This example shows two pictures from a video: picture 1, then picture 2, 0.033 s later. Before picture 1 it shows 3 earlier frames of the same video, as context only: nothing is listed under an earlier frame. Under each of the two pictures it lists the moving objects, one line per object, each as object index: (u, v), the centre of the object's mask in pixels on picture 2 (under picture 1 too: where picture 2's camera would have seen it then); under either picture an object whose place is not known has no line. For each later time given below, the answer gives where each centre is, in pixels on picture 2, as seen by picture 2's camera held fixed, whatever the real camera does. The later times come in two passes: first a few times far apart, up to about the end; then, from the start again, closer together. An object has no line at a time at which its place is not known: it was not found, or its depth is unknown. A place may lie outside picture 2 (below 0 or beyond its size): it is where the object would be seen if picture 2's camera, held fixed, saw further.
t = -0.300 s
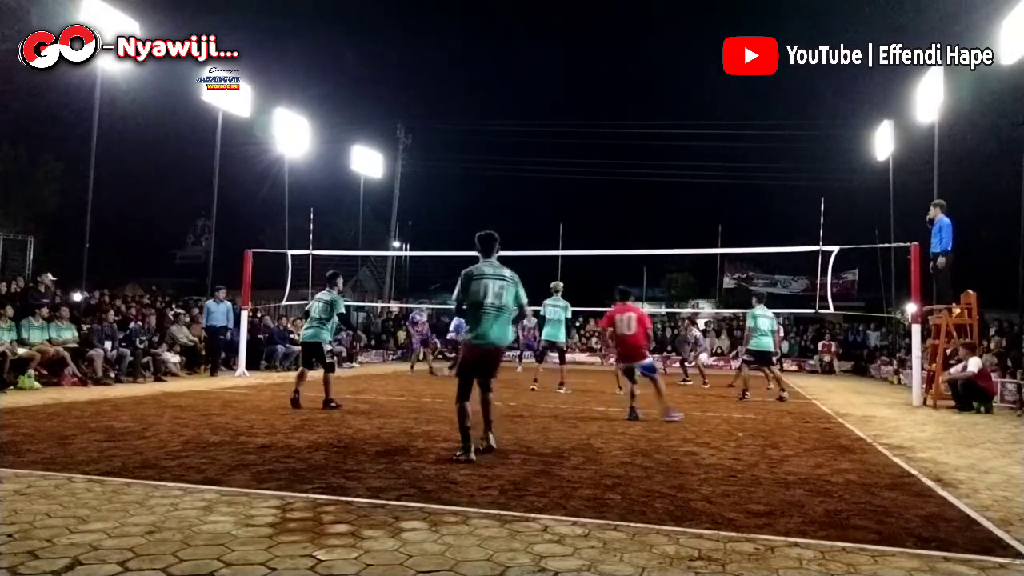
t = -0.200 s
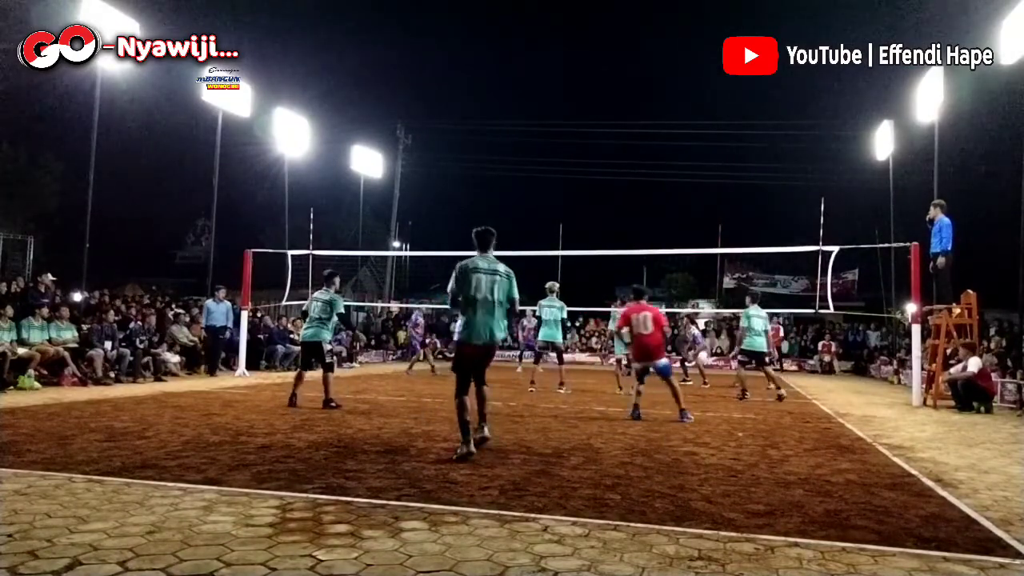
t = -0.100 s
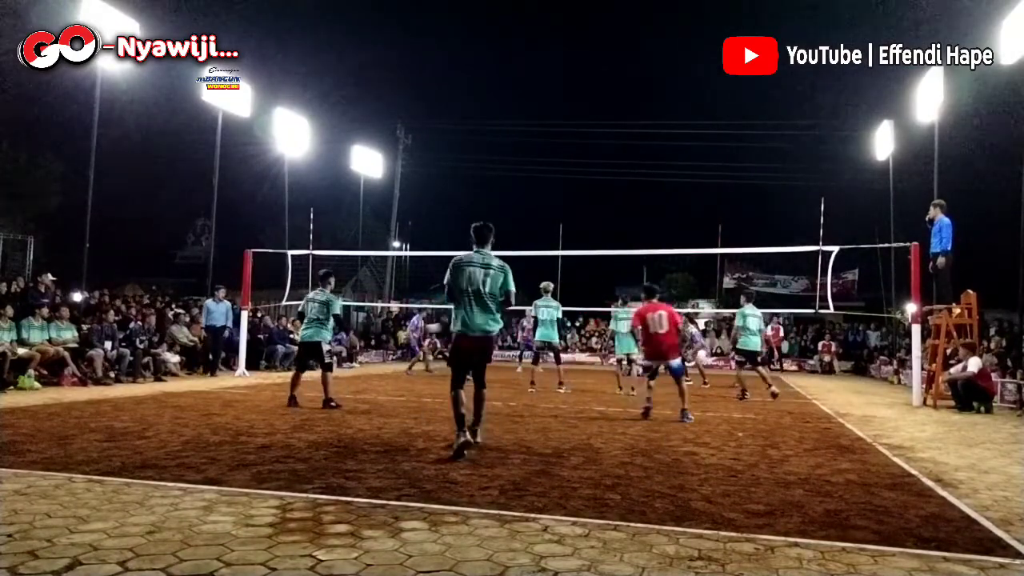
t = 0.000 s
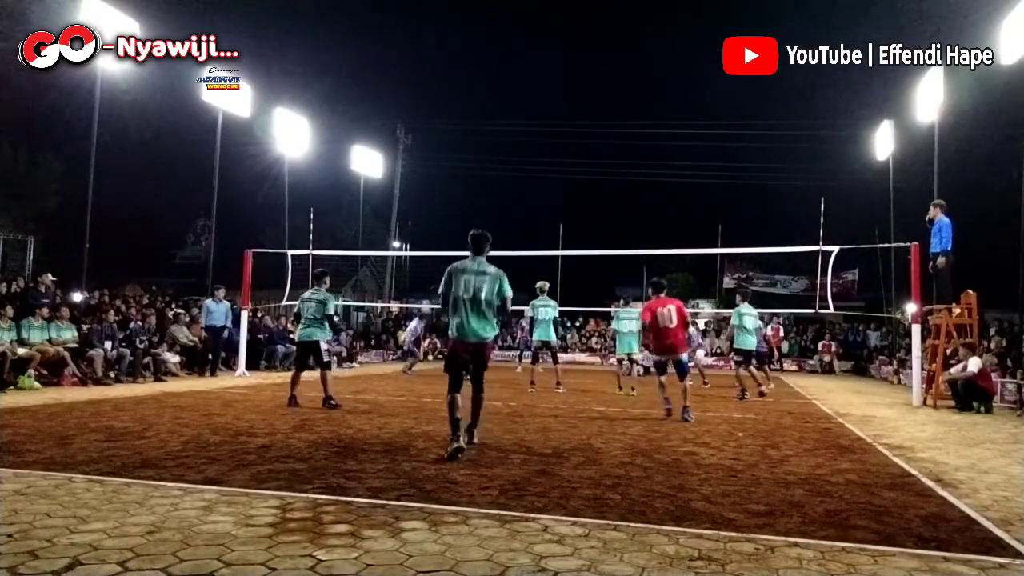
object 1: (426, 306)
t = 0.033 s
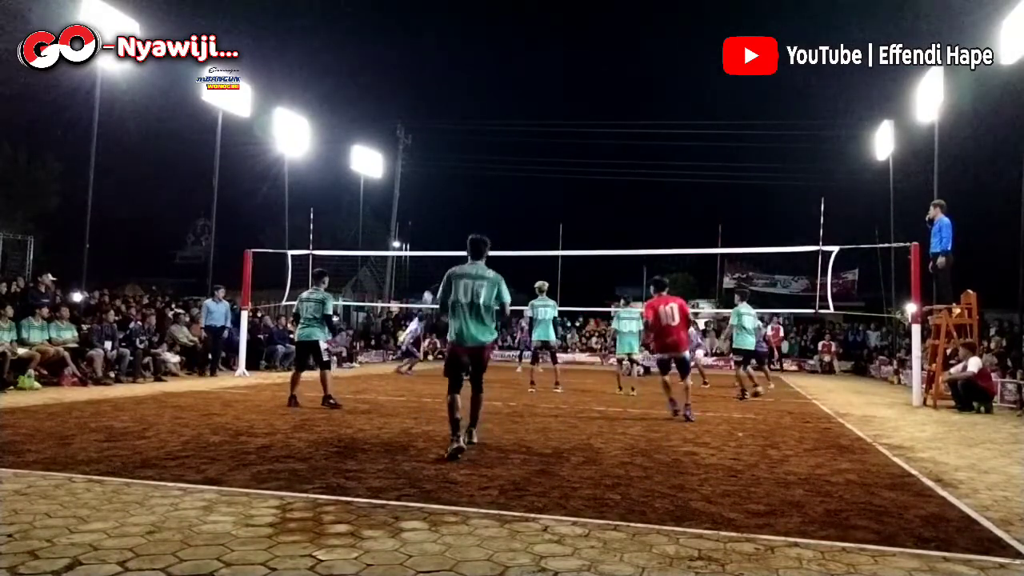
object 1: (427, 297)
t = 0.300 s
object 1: (437, 240)
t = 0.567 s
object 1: (445, 214)
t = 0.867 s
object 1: (452, 217)
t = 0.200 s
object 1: (434, 259)
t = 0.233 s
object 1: (435, 251)
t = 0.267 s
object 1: (436, 245)
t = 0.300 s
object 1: (437, 240)
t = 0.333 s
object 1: (438, 235)
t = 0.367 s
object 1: (440, 231)
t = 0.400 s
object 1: (440, 227)
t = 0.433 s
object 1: (441, 222)
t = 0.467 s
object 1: (442, 220)
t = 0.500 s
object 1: (444, 217)
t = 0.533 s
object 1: (444, 215)
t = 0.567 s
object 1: (445, 214)
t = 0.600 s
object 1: (446, 213)
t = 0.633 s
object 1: (447, 212)
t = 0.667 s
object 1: (448, 211)
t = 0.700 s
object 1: (448, 211)
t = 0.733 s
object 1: (449, 211)
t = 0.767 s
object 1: (450, 212)
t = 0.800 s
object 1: (451, 214)
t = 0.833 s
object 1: (452, 215)
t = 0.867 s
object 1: (452, 217)
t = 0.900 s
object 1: (453, 220)
